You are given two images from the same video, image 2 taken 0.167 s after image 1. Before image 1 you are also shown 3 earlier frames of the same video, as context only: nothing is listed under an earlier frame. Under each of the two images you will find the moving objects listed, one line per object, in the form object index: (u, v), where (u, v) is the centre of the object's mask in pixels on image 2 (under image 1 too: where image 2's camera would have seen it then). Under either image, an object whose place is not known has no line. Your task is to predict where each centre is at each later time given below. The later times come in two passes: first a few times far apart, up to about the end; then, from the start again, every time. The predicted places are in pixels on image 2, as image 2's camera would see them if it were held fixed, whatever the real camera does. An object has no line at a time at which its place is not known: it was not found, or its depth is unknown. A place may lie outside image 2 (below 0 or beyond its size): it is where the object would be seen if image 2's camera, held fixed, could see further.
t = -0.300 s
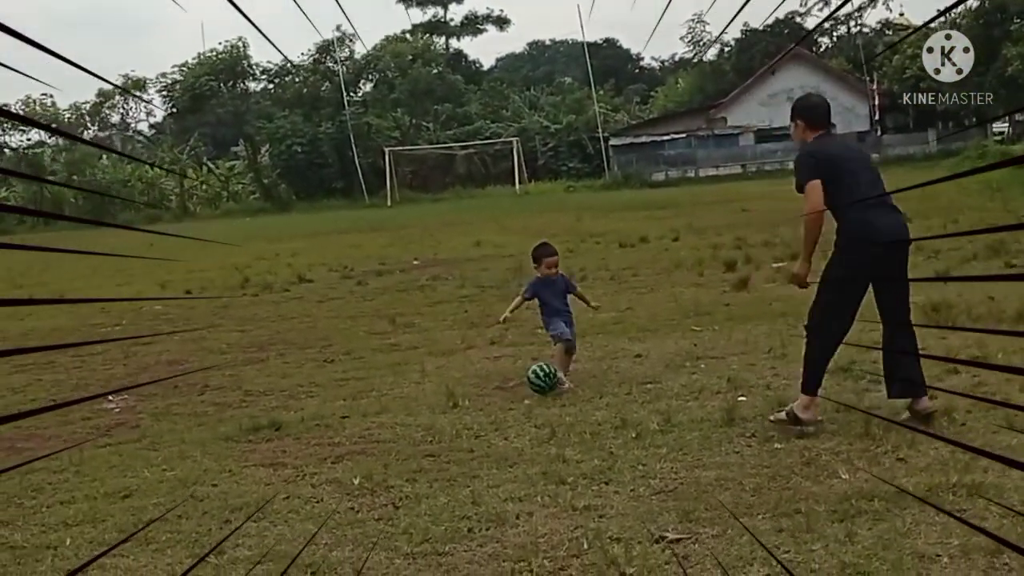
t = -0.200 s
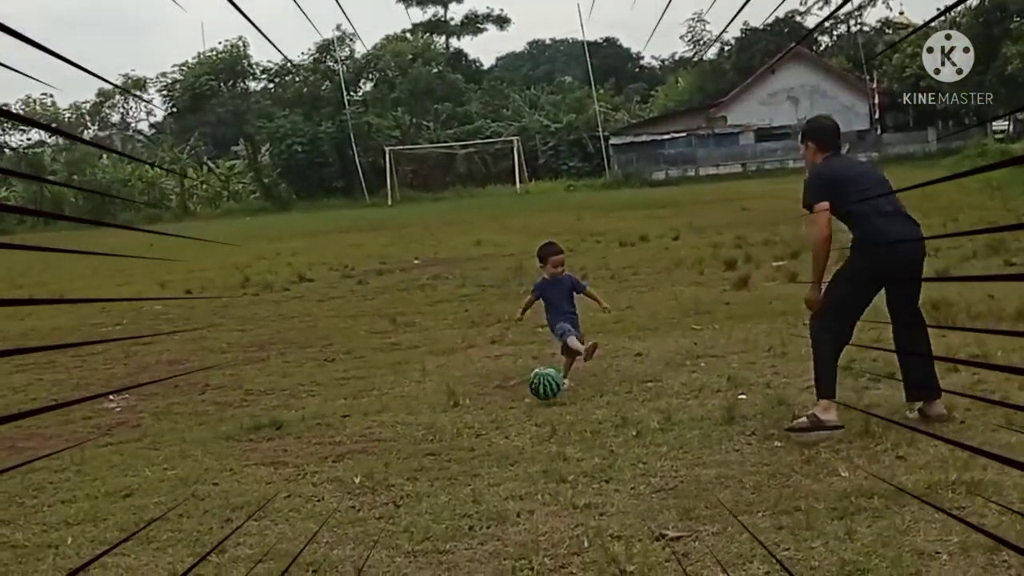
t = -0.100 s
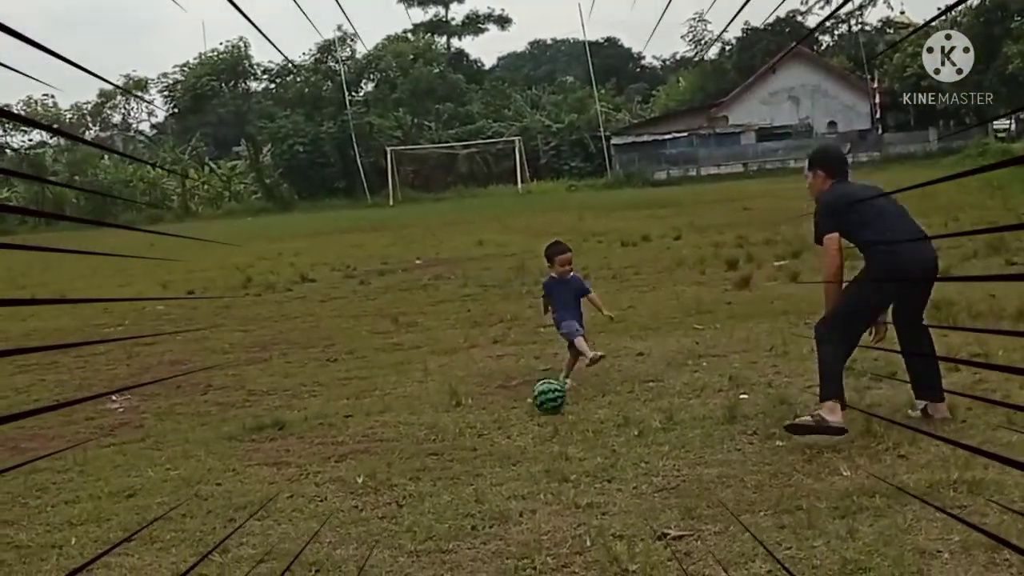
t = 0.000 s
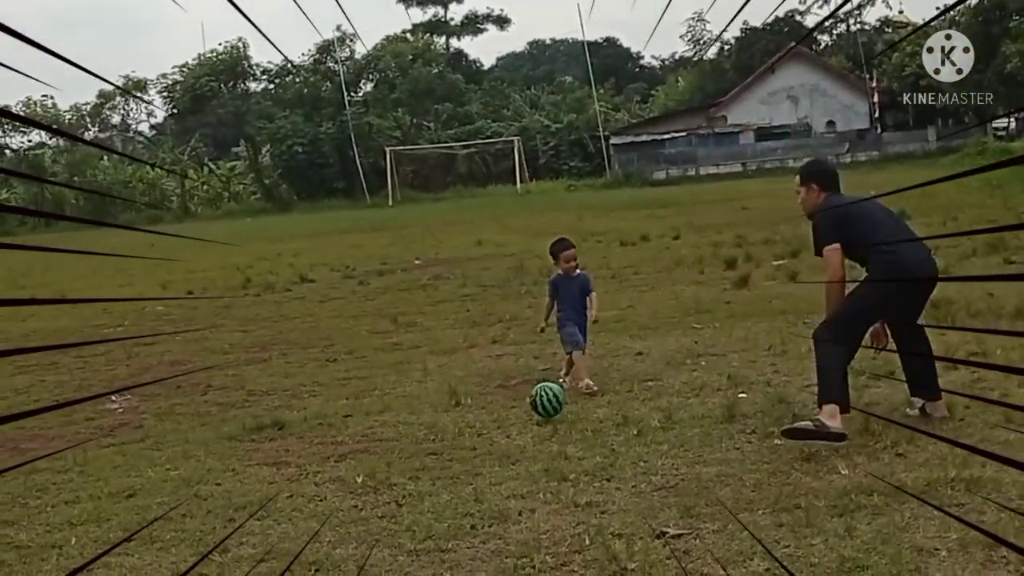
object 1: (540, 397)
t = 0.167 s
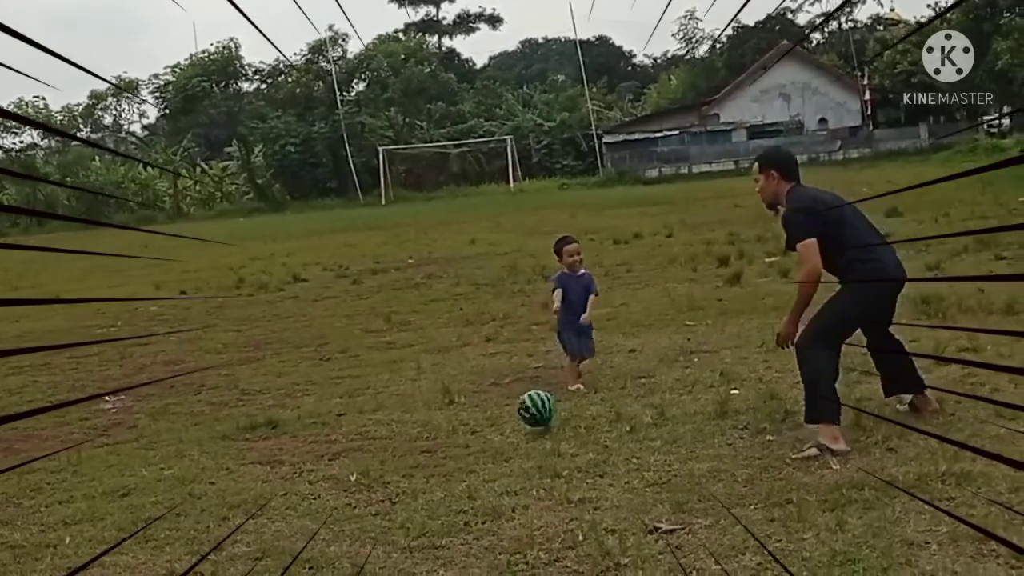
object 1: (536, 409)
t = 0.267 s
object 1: (531, 415)
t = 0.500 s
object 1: (514, 437)
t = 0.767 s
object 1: (476, 463)
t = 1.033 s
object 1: (436, 483)
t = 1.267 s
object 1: (402, 498)
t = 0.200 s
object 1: (534, 409)
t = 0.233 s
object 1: (533, 411)
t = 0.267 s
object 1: (531, 415)
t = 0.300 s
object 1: (529, 420)
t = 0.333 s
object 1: (527, 429)
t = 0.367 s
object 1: (523, 429)
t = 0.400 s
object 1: (521, 429)
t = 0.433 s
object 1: (518, 430)
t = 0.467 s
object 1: (515, 433)
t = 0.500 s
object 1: (514, 437)
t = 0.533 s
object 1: (509, 444)
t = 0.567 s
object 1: (505, 446)
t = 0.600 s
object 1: (501, 449)
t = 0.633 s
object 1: (496, 450)
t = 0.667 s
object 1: (491, 451)
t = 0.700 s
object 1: (485, 454)
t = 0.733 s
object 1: (481, 460)
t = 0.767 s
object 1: (476, 463)
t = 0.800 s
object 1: (473, 464)
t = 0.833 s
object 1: (468, 465)
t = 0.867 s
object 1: (464, 468)
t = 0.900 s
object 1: (459, 474)
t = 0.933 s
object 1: (454, 475)
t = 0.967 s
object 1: (448, 476)
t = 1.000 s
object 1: (442, 478)
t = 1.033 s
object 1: (436, 483)
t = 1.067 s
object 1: (431, 486)
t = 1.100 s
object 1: (425, 488)
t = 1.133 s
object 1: (420, 489)
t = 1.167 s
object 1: (416, 491)
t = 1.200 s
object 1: (411, 494)
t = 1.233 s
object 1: (406, 495)
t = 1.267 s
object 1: (402, 498)
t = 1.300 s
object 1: (396, 502)
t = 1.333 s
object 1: (391, 505)
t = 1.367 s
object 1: (386, 508)
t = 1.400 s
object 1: (380, 507)
